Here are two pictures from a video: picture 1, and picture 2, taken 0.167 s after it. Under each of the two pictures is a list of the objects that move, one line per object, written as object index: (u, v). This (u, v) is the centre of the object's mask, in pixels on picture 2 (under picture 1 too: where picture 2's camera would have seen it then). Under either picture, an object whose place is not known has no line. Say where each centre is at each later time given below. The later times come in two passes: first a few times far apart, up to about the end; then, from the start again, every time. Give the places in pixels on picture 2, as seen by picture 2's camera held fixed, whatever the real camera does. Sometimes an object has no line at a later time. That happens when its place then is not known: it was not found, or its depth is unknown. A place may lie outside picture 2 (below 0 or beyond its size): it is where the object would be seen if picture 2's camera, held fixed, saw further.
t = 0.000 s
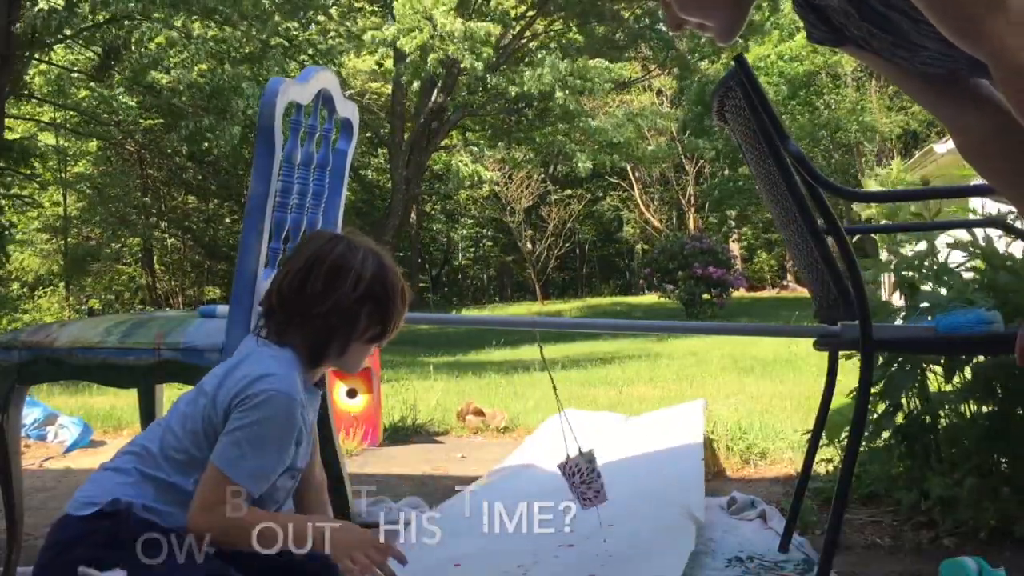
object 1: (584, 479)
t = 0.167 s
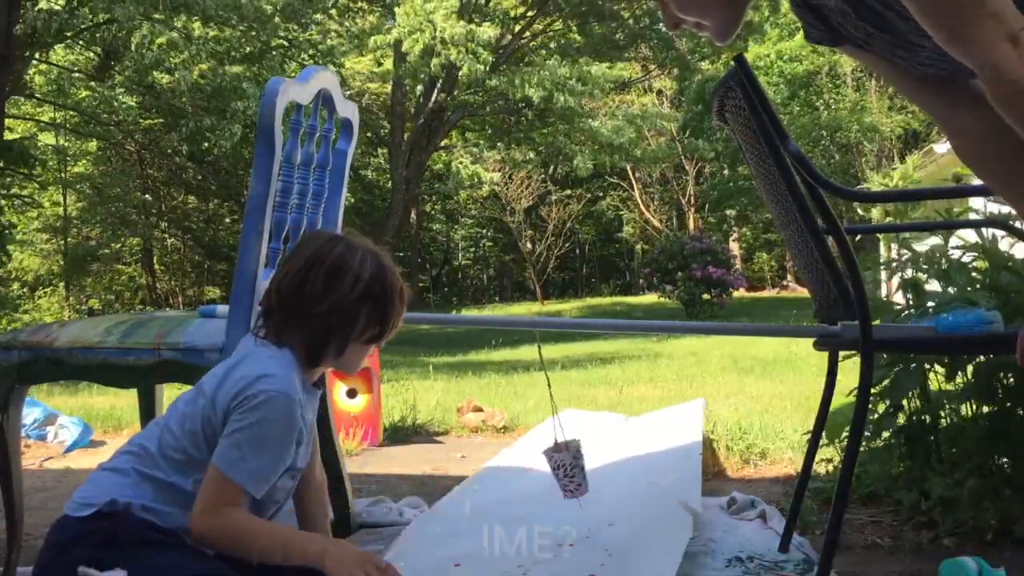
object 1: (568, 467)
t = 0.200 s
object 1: (561, 466)
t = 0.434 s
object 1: (509, 474)
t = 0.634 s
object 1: (496, 486)
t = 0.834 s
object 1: (530, 491)
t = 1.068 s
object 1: (575, 483)
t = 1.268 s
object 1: (569, 471)
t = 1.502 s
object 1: (526, 478)
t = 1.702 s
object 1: (501, 486)
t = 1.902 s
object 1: (519, 490)
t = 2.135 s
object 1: (562, 486)
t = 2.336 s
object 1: (570, 476)
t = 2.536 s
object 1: (544, 479)
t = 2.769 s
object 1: (507, 486)
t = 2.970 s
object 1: (508, 489)
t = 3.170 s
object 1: (542, 489)
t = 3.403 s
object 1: (569, 478)
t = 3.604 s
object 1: (557, 478)
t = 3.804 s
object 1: (527, 486)
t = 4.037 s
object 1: (512, 488)
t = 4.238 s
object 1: (531, 489)
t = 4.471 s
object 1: (563, 480)
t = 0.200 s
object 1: (561, 466)
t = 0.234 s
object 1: (554, 466)
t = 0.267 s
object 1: (546, 466)
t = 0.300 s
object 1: (539, 467)
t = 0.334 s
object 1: (530, 469)
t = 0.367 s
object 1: (522, 470)
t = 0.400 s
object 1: (516, 472)
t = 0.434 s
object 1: (509, 474)
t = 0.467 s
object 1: (503, 477)
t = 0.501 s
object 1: (499, 479)
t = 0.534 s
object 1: (496, 482)
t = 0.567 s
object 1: (495, 483)
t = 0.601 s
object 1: (495, 484)
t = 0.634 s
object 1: (496, 486)
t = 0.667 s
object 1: (499, 487)
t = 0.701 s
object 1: (503, 488)
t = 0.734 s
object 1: (509, 489)
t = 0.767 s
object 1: (515, 490)
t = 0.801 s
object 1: (522, 491)
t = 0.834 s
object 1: (530, 491)
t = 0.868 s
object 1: (539, 491)
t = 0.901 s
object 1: (546, 491)
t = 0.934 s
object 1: (553, 490)
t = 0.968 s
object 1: (560, 488)
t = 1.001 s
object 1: (566, 486)
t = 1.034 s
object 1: (571, 485)
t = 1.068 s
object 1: (575, 483)
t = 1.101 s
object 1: (577, 481)
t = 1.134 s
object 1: (578, 478)
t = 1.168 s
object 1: (578, 476)
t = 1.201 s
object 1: (577, 474)
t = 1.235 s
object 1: (574, 472)
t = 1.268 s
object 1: (569, 471)
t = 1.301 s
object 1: (565, 471)
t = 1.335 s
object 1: (560, 471)
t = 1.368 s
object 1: (554, 472)
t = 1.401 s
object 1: (547, 473)
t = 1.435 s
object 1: (540, 475)
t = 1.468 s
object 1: (533, 476)
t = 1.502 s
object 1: (526, 478)
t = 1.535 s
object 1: (520, 480)
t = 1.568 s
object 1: (514, 481)
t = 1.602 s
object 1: (509, 484)
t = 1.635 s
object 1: (505, 484)
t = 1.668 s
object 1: (502, 485)
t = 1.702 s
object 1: (501, 486)
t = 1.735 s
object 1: (501, 487)
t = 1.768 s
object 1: (502, 487)
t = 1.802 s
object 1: (504, 488)
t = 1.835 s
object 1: (508, 489)
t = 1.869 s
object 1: (513, 490)
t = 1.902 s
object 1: (519, 490)
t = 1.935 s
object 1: (525, 491)
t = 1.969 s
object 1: (531, 491)
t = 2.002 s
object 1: (538, 491)
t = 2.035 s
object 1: (545, 490)
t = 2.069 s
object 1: (551, 489)
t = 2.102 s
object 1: (557, 488)
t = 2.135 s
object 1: (562, 486)
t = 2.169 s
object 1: (566, 485)
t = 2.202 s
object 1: (569, 483)
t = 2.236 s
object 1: (571, 481)
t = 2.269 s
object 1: (572, 479)
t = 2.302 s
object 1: (571, 478)
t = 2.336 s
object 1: (570, 476)
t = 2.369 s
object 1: (568, 476)
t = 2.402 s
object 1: (564, 476)
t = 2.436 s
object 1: (561, 476)
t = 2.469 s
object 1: (556, 476)
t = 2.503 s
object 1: (550, 478)
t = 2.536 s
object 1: (544, 479)
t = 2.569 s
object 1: (539, 481)
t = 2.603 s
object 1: (533, 482)
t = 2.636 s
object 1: (527, 483)
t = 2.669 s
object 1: (520, 485)
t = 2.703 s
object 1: (515, 486)
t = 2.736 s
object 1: (511, 486)
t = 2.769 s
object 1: (507, 486)
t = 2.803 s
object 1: (505, 486)
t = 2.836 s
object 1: (503, 487)
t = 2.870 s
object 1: (503, 487)
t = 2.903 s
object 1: (504, 488)
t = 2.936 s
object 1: (505, 488)
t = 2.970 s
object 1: (508, 489)
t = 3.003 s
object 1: (513, 489)
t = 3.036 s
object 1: (518, 490)
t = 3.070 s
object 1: (523, 490)
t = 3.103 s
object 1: (529, 490)
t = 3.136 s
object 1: (535, 490)
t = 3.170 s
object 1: (542, 489)
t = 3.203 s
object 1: (548, 488)
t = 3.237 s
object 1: (554, 486)
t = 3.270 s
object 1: (558, 485)
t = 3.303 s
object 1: (563, 483)
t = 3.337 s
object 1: (566, 481)
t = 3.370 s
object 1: (568, 479)
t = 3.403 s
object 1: (569, 478)
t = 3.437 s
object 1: (570, 477)
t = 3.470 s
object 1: (569, 476)
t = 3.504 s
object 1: (567, 476)
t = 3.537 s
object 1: (564, 476)
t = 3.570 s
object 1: (561, 477)
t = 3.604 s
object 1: (557, 478)
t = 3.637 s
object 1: (553, 480)
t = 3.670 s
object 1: (548, 481)
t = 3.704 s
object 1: (542, 483)
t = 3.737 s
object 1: (537, 484)
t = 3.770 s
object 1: (532, 486)
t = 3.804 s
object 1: (527, 486)
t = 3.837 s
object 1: (522, 487)
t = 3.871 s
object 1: (518, 487)
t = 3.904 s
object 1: (515, 487)
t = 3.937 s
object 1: (513, 488)
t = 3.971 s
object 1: (512, 487)
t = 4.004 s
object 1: (512, 488)
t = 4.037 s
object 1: (512, 488)
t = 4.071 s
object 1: (513, 488)
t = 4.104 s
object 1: (515, 488)
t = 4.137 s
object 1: (518, 489)
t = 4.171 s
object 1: (523, 489)
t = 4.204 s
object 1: (527, 489)
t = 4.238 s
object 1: (531, 489)
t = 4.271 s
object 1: (536, 488)
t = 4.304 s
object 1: (541, 487)
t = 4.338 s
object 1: (547, 487)
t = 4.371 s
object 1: (551, 485)
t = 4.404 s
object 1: (556, 483)
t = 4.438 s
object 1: (559, 481)
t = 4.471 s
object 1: (563, 480)
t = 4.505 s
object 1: (566, 480)
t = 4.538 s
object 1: (568, 478)
